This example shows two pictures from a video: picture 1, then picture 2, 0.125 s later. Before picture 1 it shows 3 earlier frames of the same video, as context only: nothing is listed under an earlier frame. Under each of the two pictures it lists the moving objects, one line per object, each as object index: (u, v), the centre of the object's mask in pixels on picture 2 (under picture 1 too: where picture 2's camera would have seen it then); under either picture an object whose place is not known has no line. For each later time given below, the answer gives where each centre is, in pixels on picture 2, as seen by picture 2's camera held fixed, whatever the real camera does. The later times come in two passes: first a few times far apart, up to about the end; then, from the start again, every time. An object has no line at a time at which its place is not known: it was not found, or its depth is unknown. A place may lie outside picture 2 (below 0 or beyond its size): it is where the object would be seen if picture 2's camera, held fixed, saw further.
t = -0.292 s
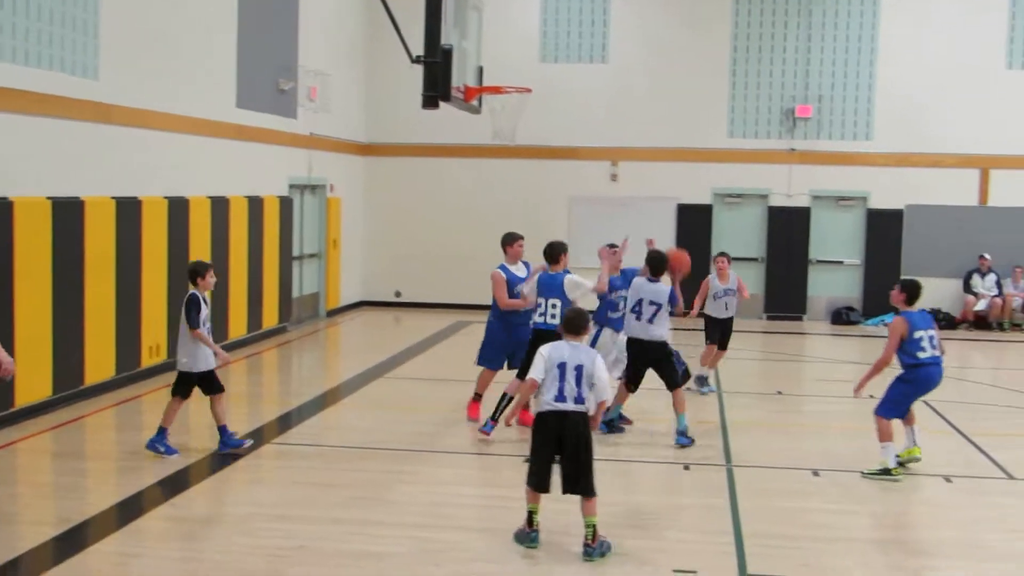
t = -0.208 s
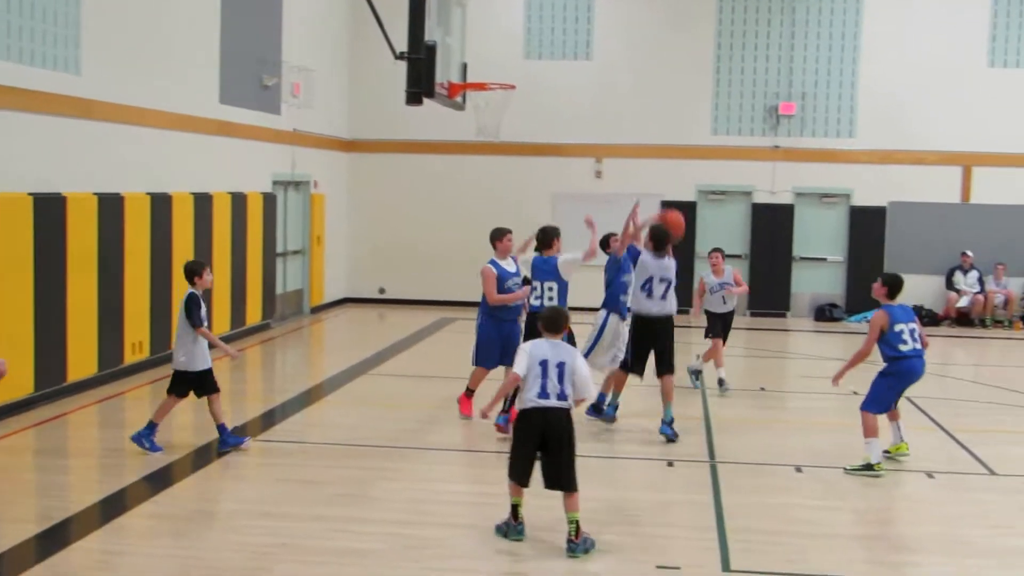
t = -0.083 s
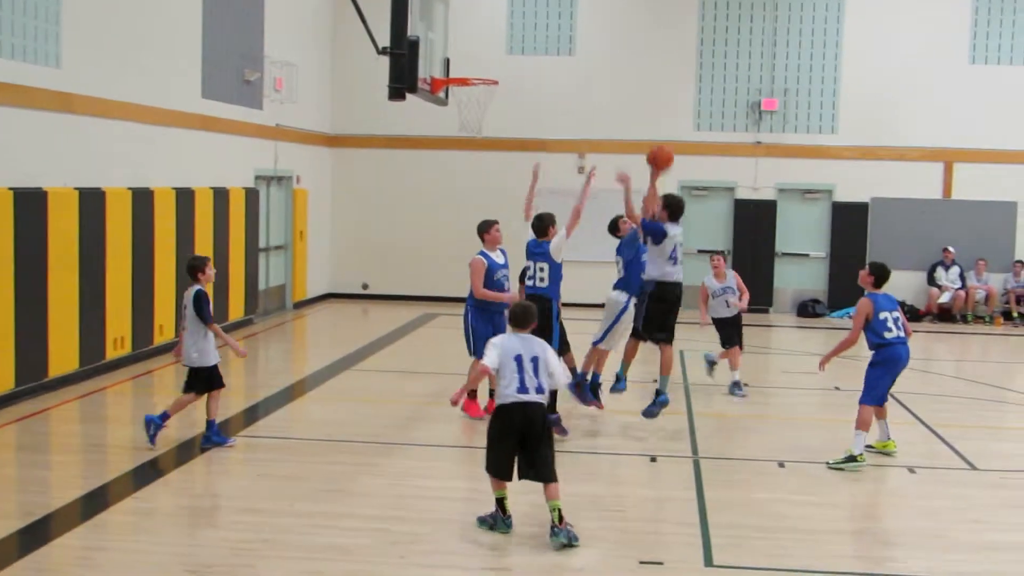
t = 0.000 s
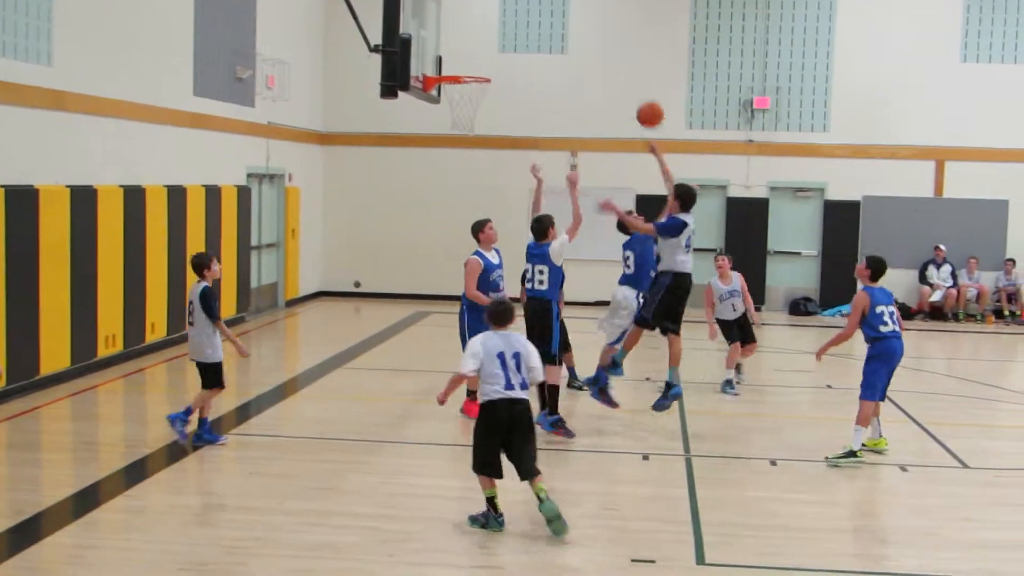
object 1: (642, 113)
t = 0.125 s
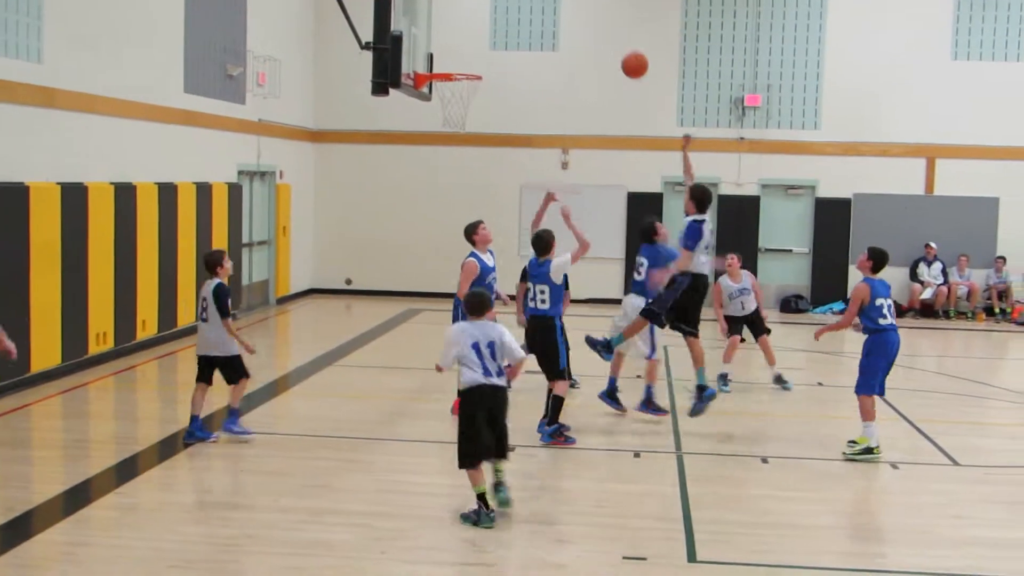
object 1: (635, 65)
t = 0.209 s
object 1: (630, 44)
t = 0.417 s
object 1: (617, 26)
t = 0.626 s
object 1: (604, 55)
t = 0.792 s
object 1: (593, 110)
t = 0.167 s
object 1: (632, 53)
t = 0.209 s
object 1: (630, 44)
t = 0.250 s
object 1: (627, 36)
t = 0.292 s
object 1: (625, 31)
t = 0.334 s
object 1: (622, 27)
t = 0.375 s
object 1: (619, 26)
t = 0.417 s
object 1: (617, 26)
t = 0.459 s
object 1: (615, 28)
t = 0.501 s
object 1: (612, 32)
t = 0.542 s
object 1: (610, 38)
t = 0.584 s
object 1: (607, 45)
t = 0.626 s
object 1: (604, 55)
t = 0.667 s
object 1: (602, 66)
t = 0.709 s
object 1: (599, 79)
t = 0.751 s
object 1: (596, 94)
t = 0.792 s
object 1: (593, 110)
